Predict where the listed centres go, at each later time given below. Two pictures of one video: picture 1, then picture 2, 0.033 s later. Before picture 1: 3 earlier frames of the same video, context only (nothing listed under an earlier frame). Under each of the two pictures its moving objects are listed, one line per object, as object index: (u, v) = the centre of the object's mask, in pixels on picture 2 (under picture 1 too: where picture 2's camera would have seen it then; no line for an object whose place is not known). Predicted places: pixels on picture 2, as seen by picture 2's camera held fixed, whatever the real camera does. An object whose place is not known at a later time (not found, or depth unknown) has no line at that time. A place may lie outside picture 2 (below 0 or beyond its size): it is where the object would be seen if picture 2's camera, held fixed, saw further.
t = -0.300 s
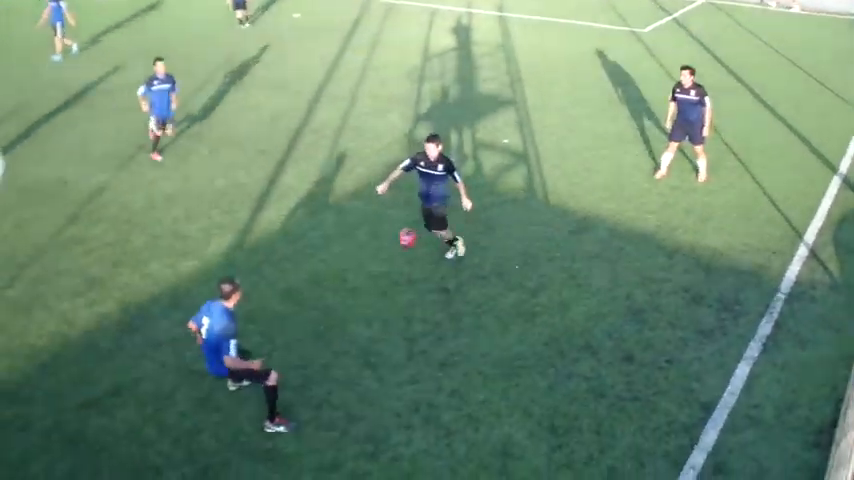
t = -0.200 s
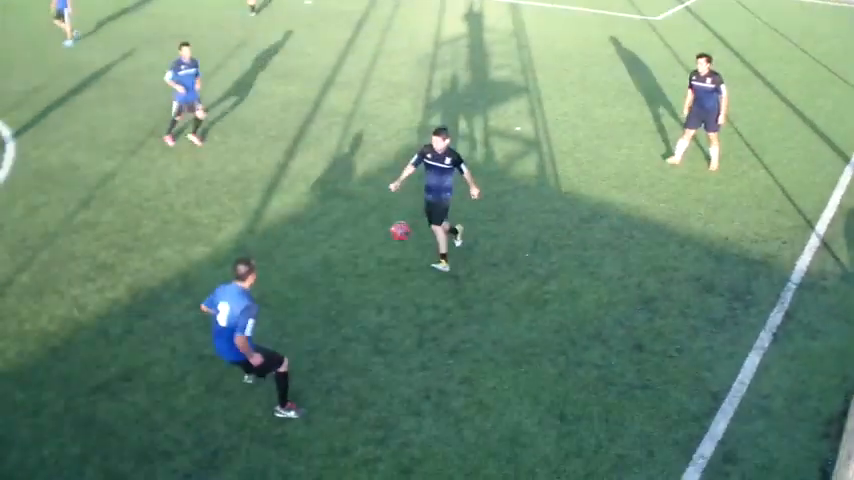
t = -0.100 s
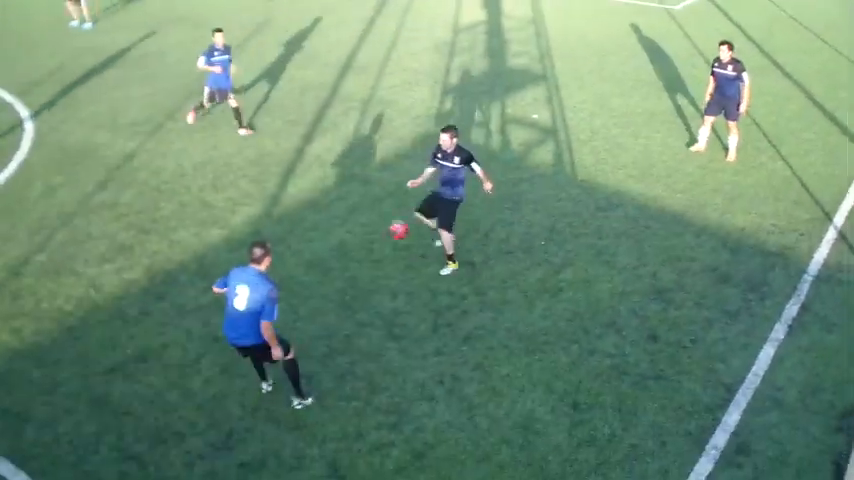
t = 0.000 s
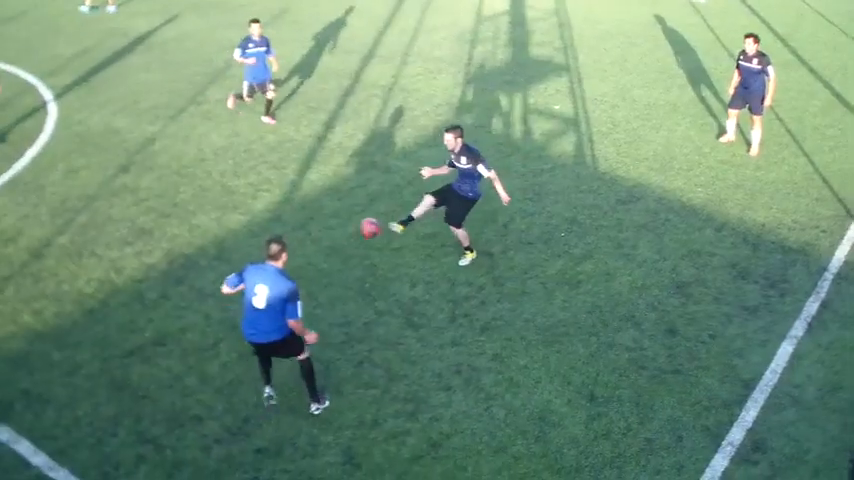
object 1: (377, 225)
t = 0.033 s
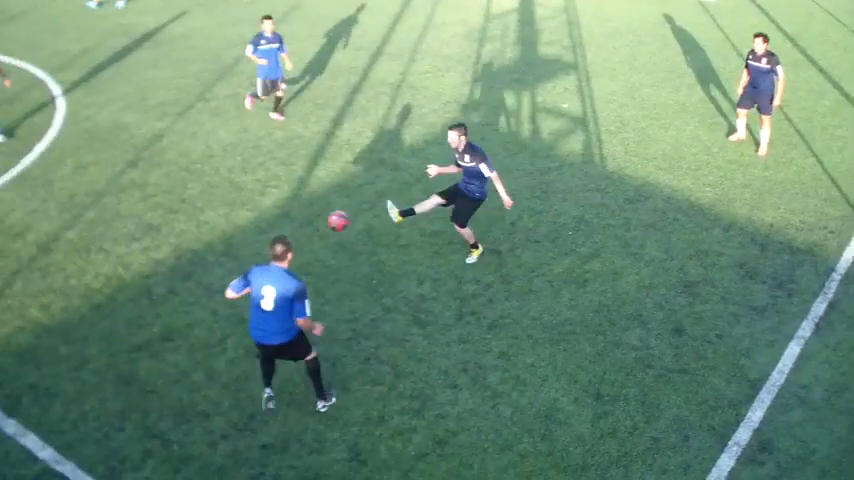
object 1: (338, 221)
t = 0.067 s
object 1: (297, 217)
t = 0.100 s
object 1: (255, 216)
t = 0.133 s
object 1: (211, 214)
